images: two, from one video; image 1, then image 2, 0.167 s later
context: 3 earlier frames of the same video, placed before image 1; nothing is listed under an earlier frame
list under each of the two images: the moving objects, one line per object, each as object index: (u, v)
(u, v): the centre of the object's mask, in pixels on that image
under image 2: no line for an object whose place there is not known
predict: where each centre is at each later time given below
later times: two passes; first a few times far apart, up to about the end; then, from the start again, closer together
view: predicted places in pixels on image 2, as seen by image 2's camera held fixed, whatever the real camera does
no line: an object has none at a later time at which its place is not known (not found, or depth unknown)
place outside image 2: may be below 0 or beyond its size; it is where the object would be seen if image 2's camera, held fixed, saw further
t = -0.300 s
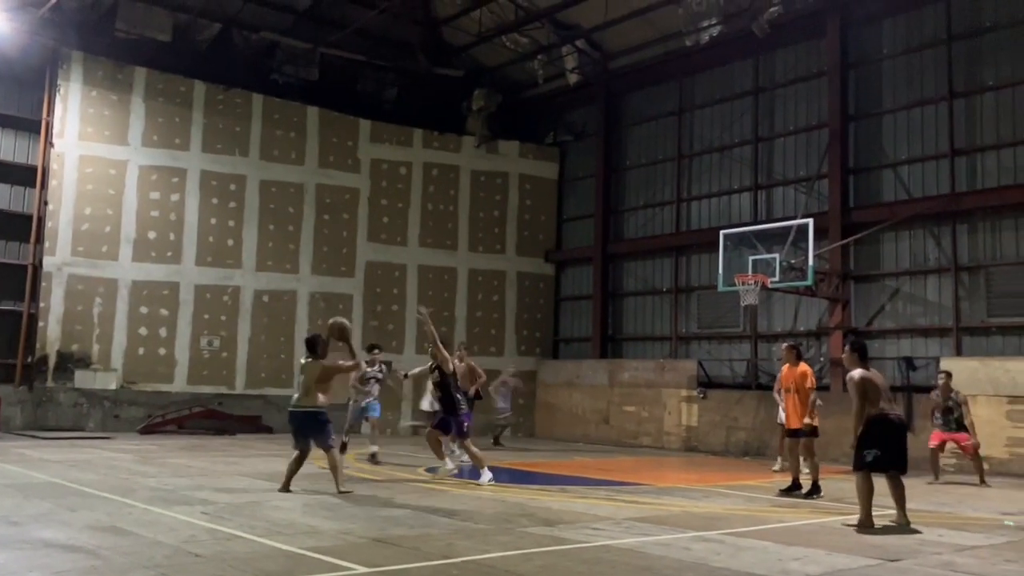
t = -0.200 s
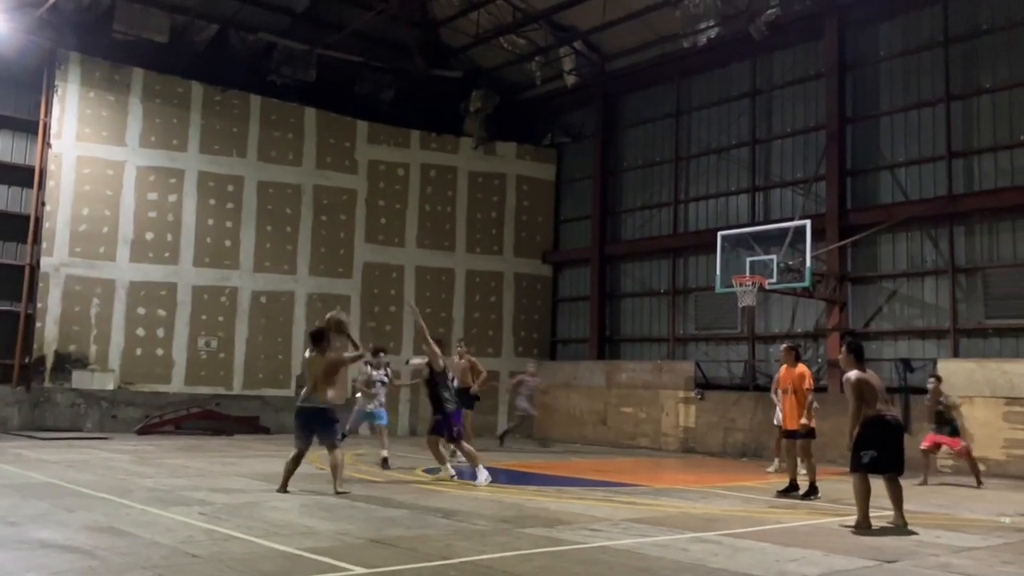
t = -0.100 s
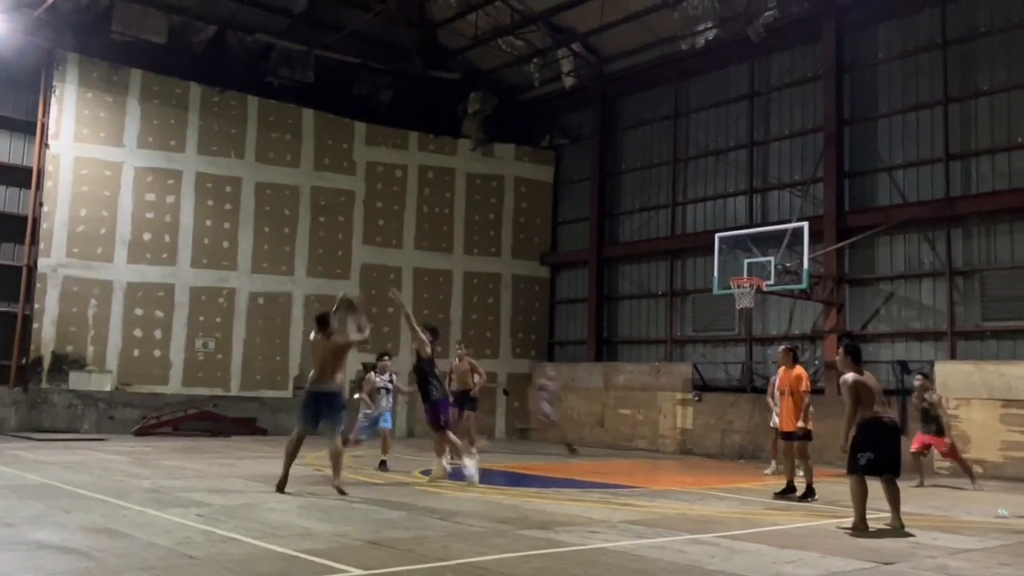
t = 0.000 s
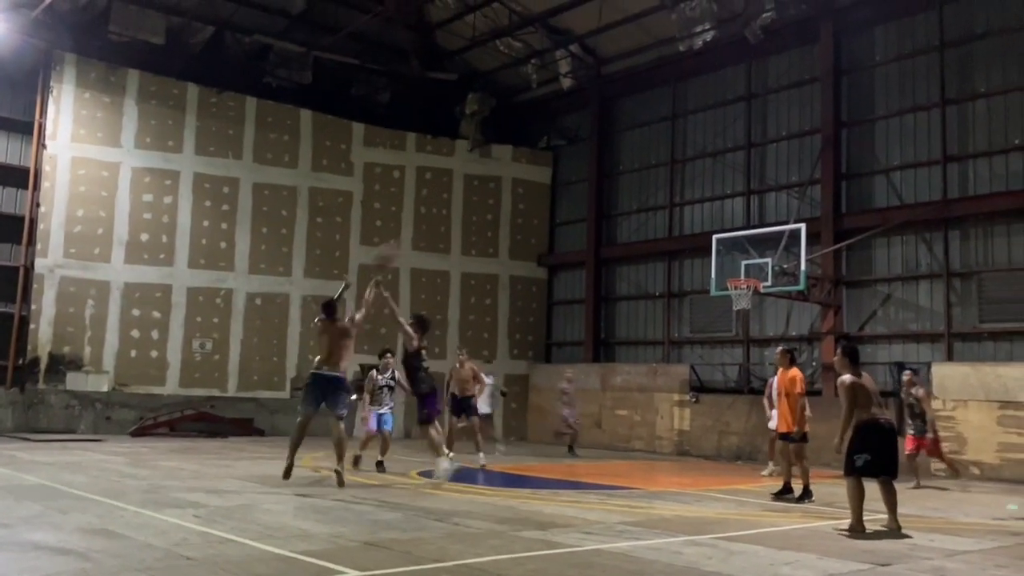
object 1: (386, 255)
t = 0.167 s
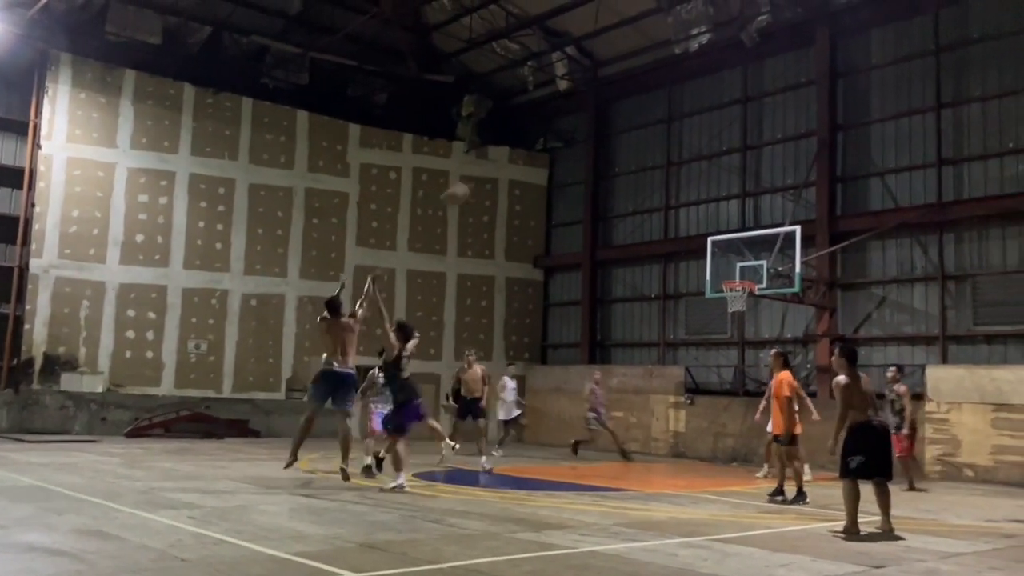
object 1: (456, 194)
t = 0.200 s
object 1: (473, 182)
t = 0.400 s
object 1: (540, 157)
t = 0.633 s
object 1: (607, 161)
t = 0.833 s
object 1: (654, 189)
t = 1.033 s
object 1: (696, 238)
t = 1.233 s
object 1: (708, 264)
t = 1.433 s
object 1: (677, 247)
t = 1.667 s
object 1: (643, 256)
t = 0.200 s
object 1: (473, 182)
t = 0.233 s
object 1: (485, 175)
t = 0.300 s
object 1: (509, 165)
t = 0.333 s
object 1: (520, 161)
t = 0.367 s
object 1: (530, 157)
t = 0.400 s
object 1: (540, 157)
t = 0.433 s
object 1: (551, 155)
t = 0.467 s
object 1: (561, 154)
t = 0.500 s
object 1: (570, 154)
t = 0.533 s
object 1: (580, 155)
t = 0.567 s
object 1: (589, 156)
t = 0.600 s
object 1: (598, 159)
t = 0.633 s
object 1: (607, 161)
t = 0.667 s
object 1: (616, 165)
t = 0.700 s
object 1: (623, 168)
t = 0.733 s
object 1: (632, 173)
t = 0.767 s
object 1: (640, 178)
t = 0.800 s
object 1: (647, 183)
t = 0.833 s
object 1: (654, 189)
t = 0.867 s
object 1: (662, 196)
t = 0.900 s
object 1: (669, 204)
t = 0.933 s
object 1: (676, 211)
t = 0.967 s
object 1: (683, 219)
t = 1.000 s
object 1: (689, 228)
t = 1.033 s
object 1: (696, 238)
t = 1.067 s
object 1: (702, 247)
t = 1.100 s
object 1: (709, 257)
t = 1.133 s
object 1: (716, 268)
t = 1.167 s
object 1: (718, 273)
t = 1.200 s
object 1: (715, 270)
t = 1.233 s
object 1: (708, 264)
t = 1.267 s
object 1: (703, 259)
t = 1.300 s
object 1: (697, 255)
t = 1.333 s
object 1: (693, 252)
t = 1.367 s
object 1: (688, 251)
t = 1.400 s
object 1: (683, 249)
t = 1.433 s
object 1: (677, 247)
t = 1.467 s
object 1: (672, 247)
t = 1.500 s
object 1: (668, 247)
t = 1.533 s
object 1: (663, 248)
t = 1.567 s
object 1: (657, 249)
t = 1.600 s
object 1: (653, 252)
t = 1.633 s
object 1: (647, 253)
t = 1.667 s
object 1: (643, 256)
